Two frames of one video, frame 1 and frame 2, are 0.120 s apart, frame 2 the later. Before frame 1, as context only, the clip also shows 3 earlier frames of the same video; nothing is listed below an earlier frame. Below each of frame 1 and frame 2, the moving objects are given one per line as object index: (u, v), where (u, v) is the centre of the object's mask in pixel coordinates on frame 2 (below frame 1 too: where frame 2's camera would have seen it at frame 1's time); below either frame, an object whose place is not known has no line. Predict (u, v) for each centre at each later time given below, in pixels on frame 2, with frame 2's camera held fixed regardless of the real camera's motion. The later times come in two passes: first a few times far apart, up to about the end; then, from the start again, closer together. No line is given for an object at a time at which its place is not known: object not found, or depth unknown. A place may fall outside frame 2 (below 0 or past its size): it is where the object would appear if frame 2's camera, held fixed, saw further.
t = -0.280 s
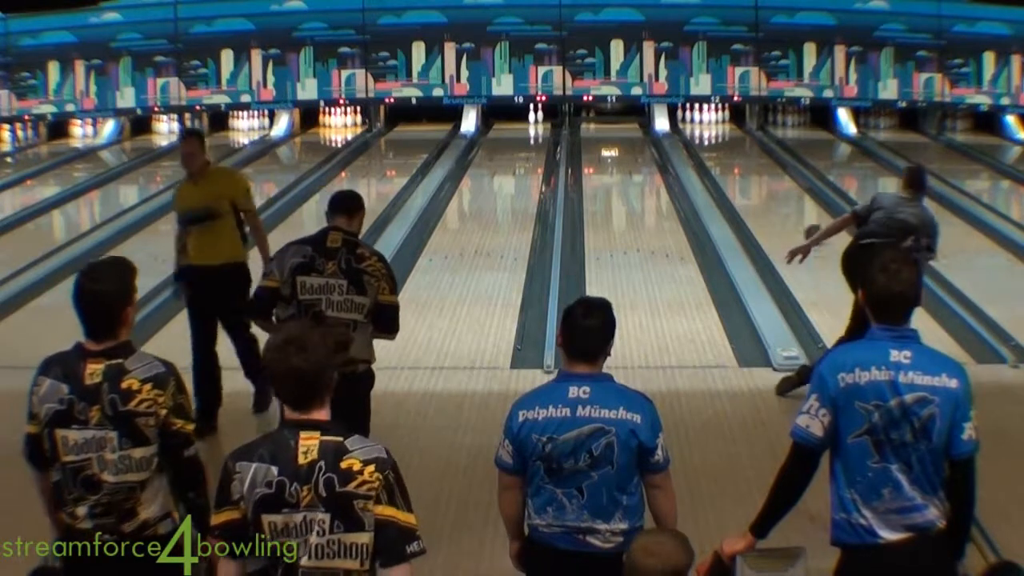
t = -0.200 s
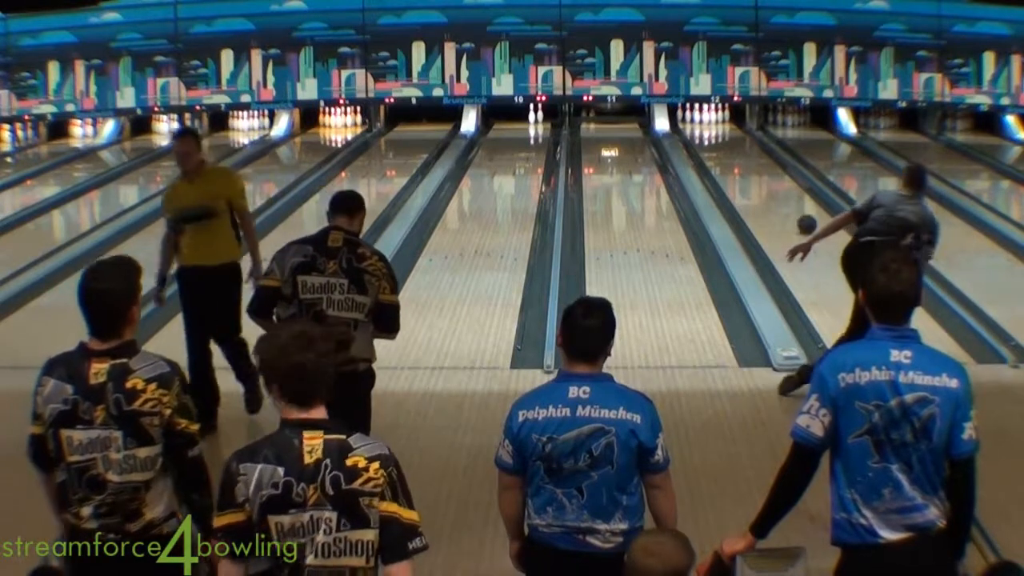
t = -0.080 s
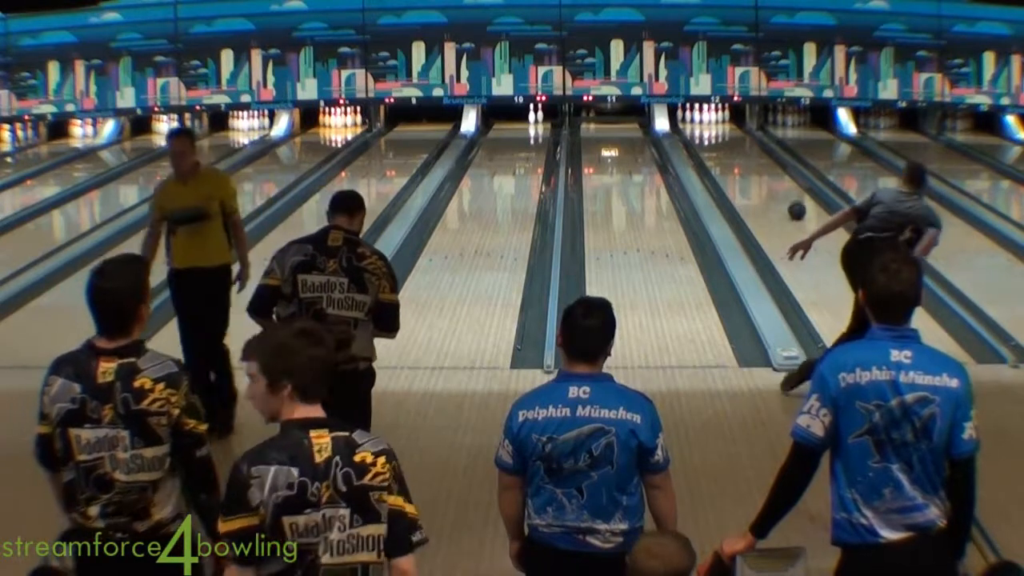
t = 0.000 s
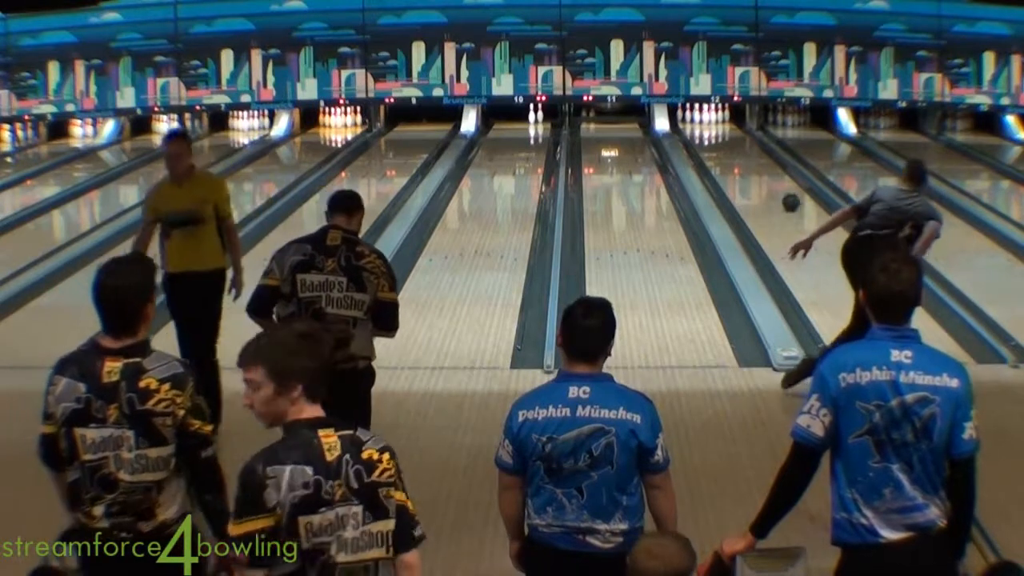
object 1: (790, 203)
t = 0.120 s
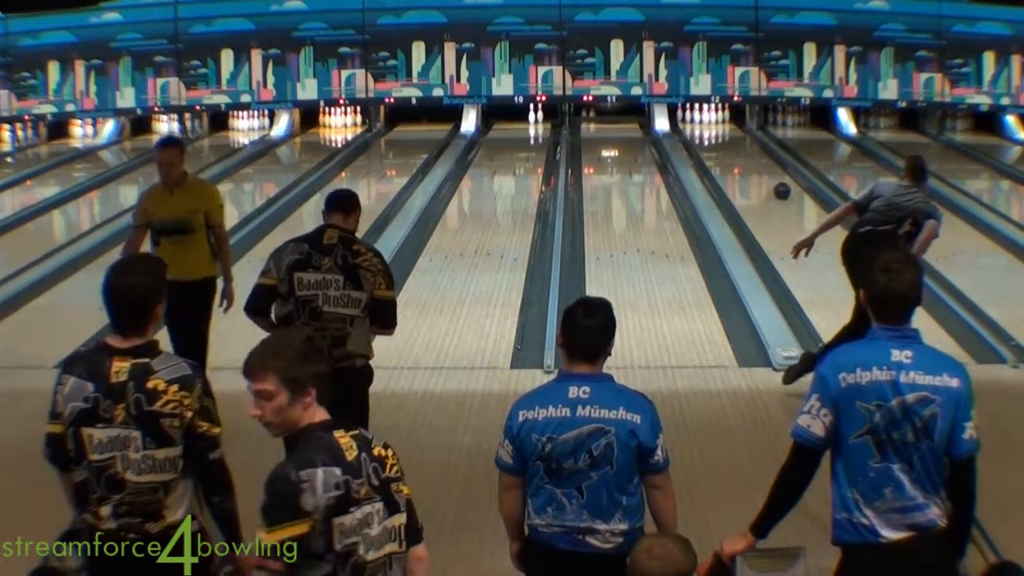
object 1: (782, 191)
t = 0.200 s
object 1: (777, 185)
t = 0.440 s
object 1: (761, 166)
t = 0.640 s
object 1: (750, 153)
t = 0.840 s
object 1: (740, 142)
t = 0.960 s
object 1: (733, 135)
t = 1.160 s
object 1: (723, 127)
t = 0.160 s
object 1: (778, 188)
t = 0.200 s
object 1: (777, 185)
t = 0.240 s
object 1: (773, 181)
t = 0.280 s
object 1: (771, 178)
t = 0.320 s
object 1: (769, 175)
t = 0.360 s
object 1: (766, 171)
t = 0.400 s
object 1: (764, 169)
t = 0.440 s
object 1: (761, 166)
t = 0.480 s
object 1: (759, 163)
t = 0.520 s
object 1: (757, 160)
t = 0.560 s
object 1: (755, 158)
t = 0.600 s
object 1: (752, 155)
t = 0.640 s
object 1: (750, 153)
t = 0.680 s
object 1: (748, 150)
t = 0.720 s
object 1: (746, 148)
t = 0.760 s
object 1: (744, 146)
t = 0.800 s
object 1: (742, 144)
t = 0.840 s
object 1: (740, 142)
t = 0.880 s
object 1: (738, 141)
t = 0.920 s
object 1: (735, 137)
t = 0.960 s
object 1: (733, 135)
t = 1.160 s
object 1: (723, 127)
